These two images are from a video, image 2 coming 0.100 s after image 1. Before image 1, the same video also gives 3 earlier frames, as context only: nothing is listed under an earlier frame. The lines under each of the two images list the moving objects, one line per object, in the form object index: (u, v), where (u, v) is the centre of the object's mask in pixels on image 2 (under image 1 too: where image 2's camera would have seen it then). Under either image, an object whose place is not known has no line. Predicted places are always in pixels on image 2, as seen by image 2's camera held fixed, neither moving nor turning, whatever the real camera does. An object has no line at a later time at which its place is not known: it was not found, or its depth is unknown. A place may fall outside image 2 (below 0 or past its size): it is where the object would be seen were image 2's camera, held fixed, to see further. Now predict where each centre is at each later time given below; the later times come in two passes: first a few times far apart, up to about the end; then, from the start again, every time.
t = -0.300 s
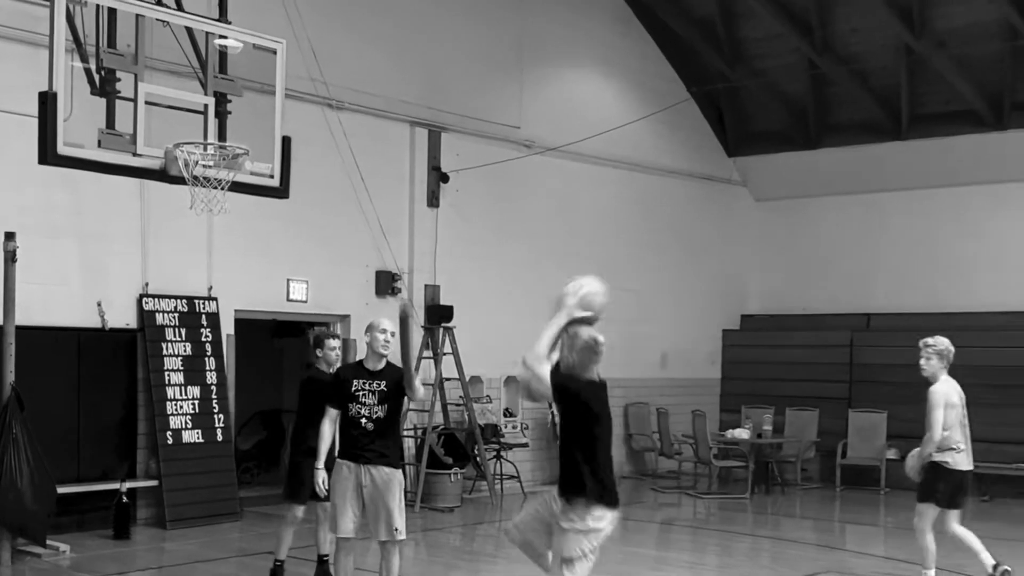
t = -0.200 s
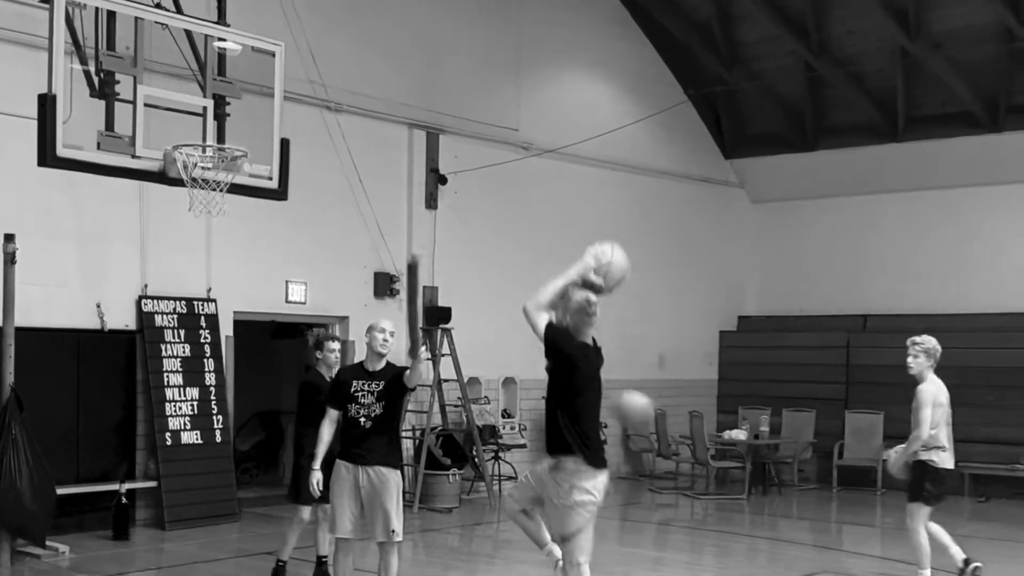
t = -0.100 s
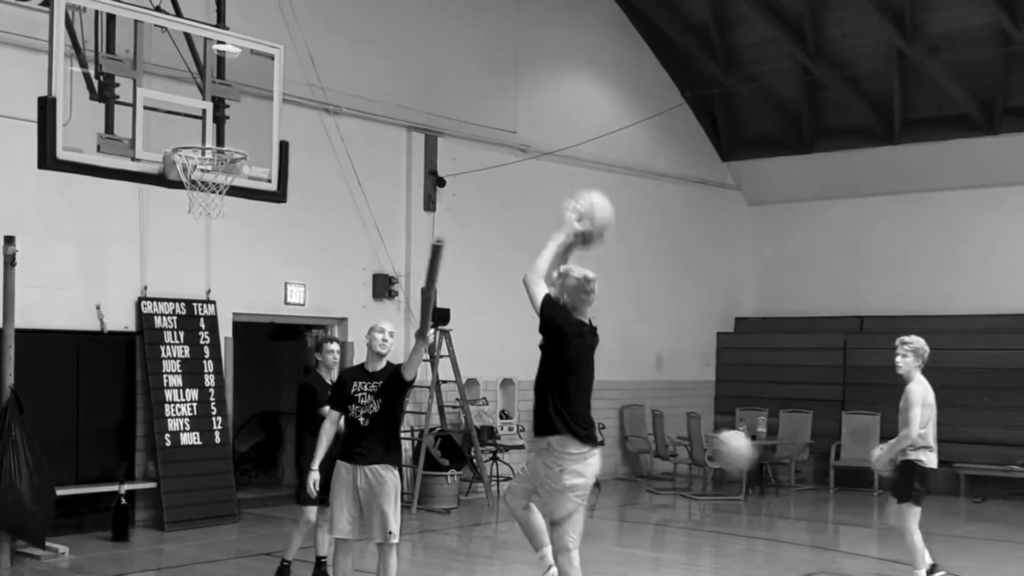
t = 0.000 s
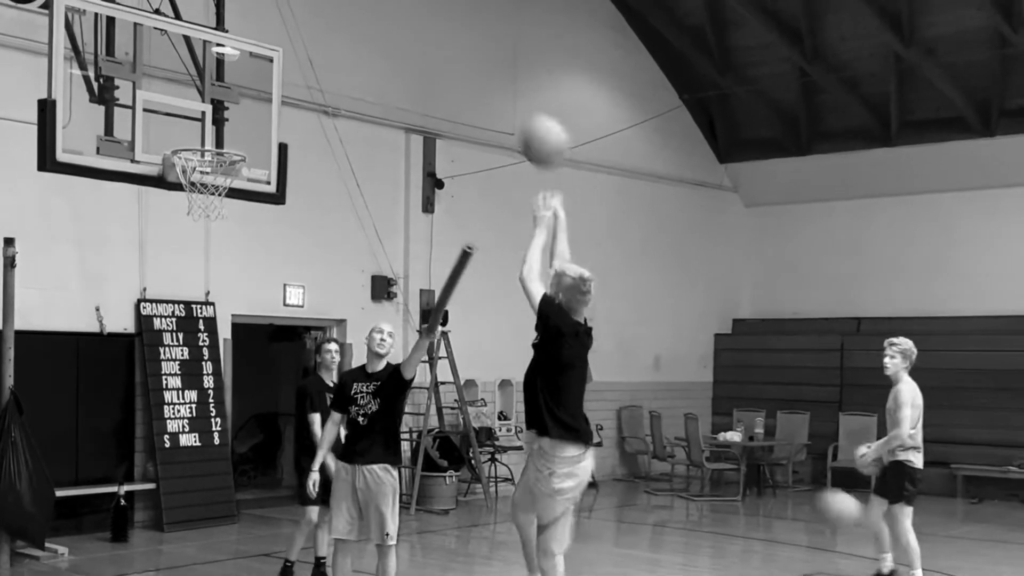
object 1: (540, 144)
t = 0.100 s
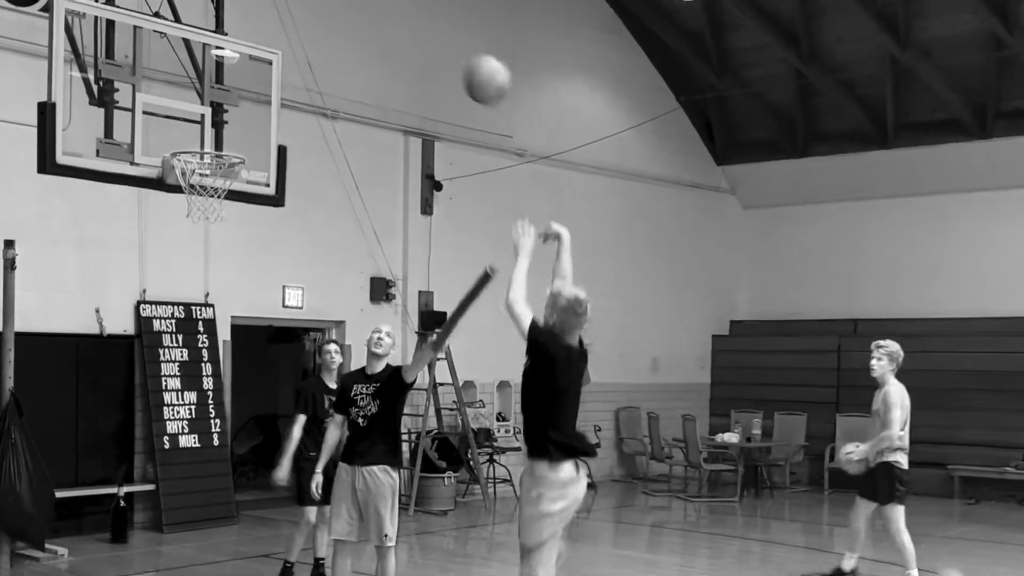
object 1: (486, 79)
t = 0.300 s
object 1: (386, 15)
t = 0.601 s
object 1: (257, 56)
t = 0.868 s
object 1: (219, 168)
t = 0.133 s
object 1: (469, 62)
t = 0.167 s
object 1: (452, 48)
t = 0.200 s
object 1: (435, 37)
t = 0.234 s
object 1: (417, 28)
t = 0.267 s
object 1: (402, 20)
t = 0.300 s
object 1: (386, 15)
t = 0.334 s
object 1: (371, 13)
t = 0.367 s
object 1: (355, 12)
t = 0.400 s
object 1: (340, 12)
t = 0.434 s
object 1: (326, 15)
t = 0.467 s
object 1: (313, 20)
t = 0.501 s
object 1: (298, 27)
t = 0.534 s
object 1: (285, 34)
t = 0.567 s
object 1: (271, 44)
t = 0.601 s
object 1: (257, 56)
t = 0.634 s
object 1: (245, 70)
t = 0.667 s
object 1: (233, 82)
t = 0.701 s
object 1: (220, 99)
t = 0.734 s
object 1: (208, 116)
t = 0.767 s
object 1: (195, 133)
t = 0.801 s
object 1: (188, 148)
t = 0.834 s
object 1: (205, 158)
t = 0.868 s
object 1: (219, 168)
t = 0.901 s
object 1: (221, 172)
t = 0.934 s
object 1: (220, 176)
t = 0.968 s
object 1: (221, 180)
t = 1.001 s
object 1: (218, 182)
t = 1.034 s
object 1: (210, 187)
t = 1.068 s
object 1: (206, 188)
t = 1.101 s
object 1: (200, 188)
